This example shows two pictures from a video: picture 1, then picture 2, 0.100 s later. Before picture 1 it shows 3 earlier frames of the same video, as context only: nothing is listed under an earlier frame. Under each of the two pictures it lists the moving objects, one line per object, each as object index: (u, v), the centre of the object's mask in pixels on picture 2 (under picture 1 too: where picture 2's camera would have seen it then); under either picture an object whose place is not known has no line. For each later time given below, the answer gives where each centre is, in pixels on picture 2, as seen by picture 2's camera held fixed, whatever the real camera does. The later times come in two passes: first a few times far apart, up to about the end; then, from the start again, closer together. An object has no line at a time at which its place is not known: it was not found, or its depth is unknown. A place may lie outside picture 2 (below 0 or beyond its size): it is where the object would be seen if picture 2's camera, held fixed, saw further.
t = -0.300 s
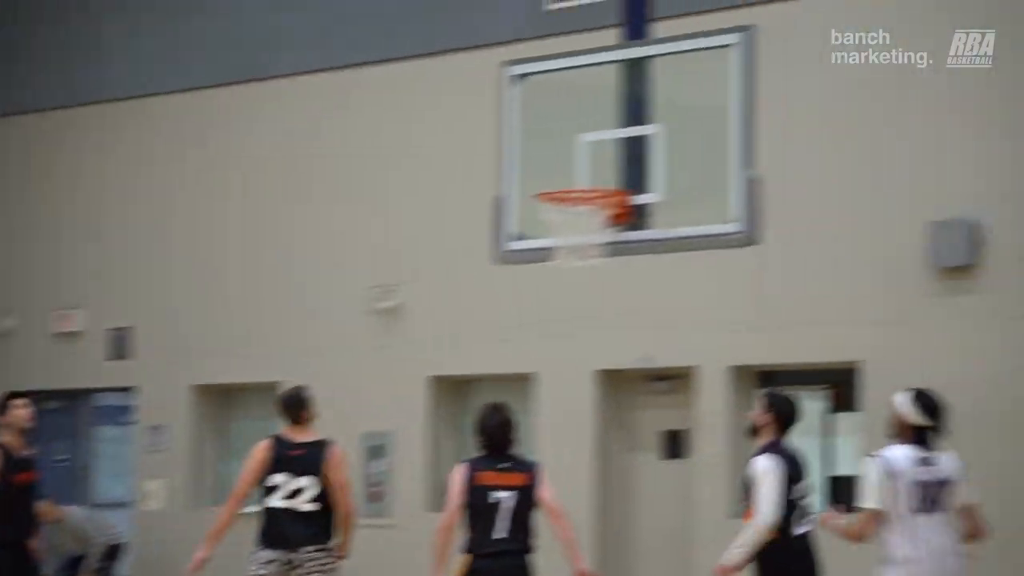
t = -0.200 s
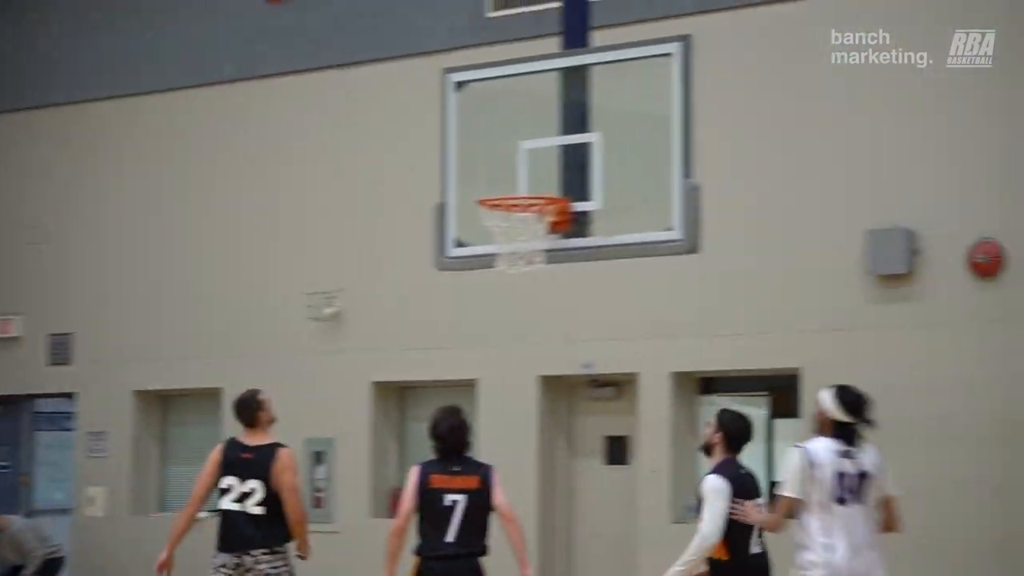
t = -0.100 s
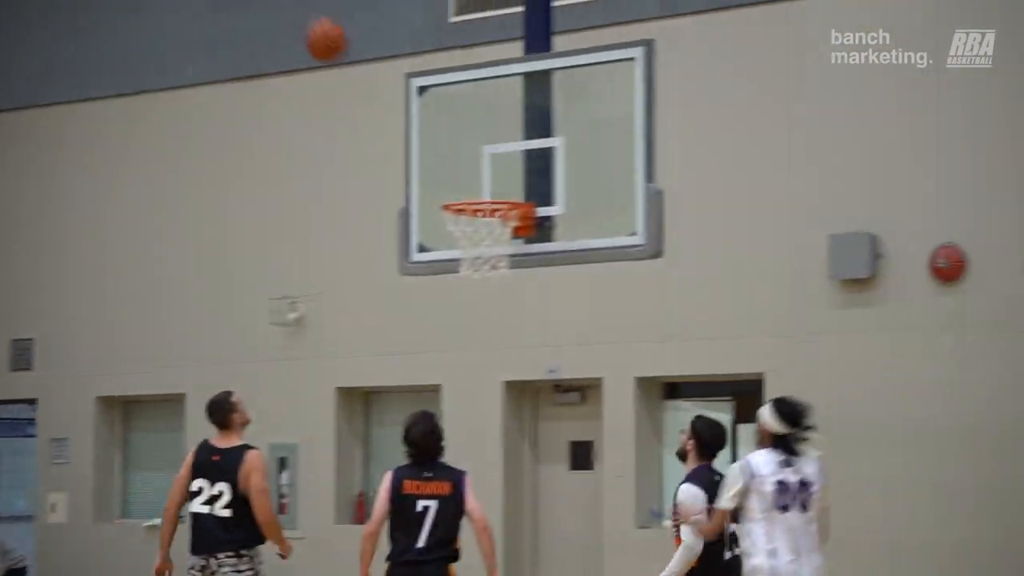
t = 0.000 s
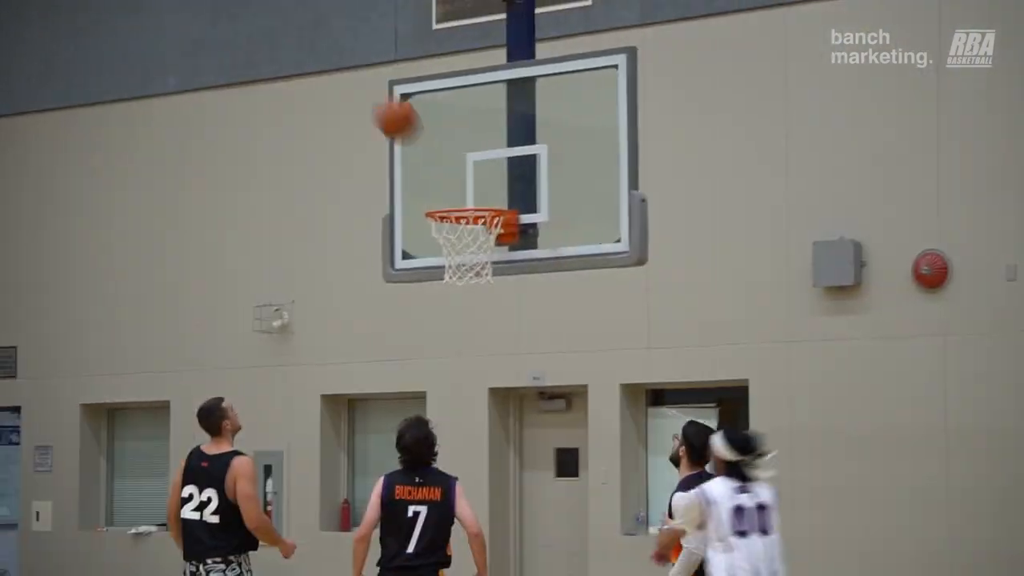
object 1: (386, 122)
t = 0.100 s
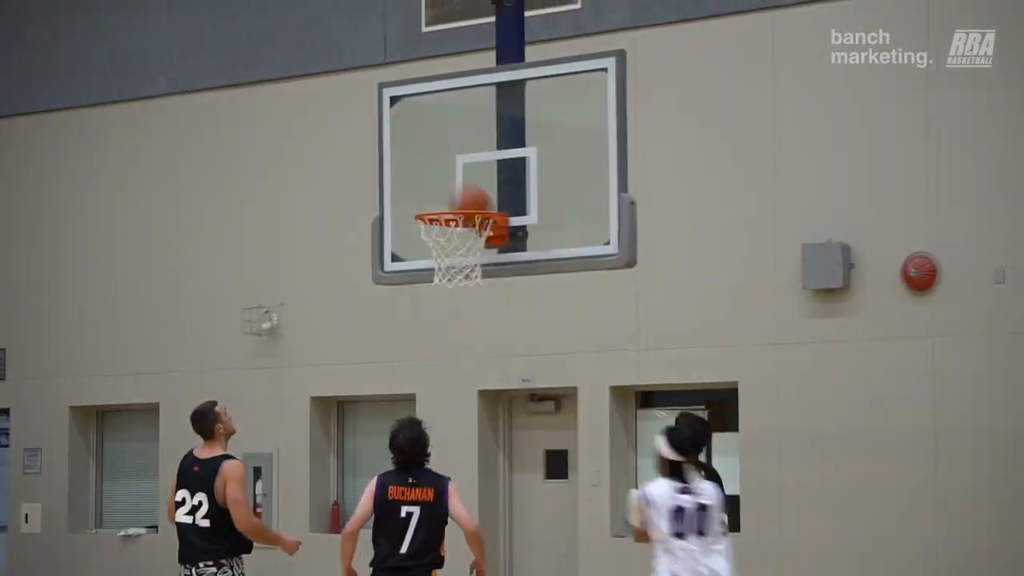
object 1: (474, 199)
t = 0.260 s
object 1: (436, 259)
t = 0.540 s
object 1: (482, 335)
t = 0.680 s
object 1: (508, 423)
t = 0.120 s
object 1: (473, 217)
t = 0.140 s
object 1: (452, 232)
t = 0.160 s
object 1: (433, 241)
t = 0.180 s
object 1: (425, 240)
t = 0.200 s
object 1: (419, 237)
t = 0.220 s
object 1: (432, 254)
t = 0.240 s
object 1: (434, 258)
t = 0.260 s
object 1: (436, 259)
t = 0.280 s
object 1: (439, 263)
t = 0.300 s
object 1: (442, 266)
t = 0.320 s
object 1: (445, 268)
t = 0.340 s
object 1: (449, 272)
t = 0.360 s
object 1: (452, 275)
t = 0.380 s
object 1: (455, 280)
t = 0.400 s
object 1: (457, 285)
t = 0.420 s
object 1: (459, 289)
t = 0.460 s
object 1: (466, 300)
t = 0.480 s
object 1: (470, 307)
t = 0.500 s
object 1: (474, 315)
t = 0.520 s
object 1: (478, 325)
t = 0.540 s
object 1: (482, 335)
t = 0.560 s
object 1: (486, 346)
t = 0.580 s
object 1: (490, 357)
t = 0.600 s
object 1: (494, 368)
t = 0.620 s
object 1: (498, 383)
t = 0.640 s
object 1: (503, 397)
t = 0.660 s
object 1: (506, 410)
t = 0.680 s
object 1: (508, 423)
